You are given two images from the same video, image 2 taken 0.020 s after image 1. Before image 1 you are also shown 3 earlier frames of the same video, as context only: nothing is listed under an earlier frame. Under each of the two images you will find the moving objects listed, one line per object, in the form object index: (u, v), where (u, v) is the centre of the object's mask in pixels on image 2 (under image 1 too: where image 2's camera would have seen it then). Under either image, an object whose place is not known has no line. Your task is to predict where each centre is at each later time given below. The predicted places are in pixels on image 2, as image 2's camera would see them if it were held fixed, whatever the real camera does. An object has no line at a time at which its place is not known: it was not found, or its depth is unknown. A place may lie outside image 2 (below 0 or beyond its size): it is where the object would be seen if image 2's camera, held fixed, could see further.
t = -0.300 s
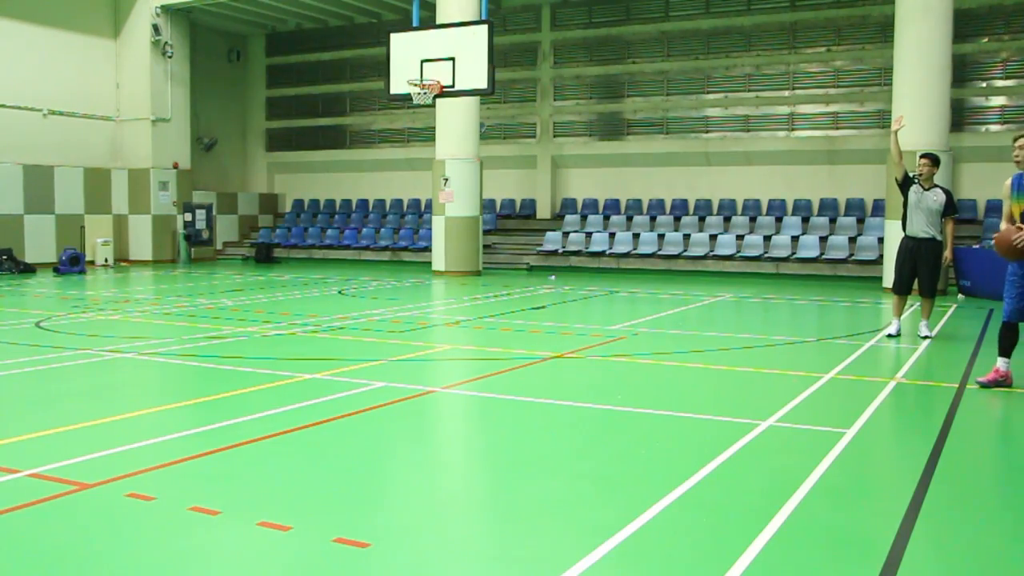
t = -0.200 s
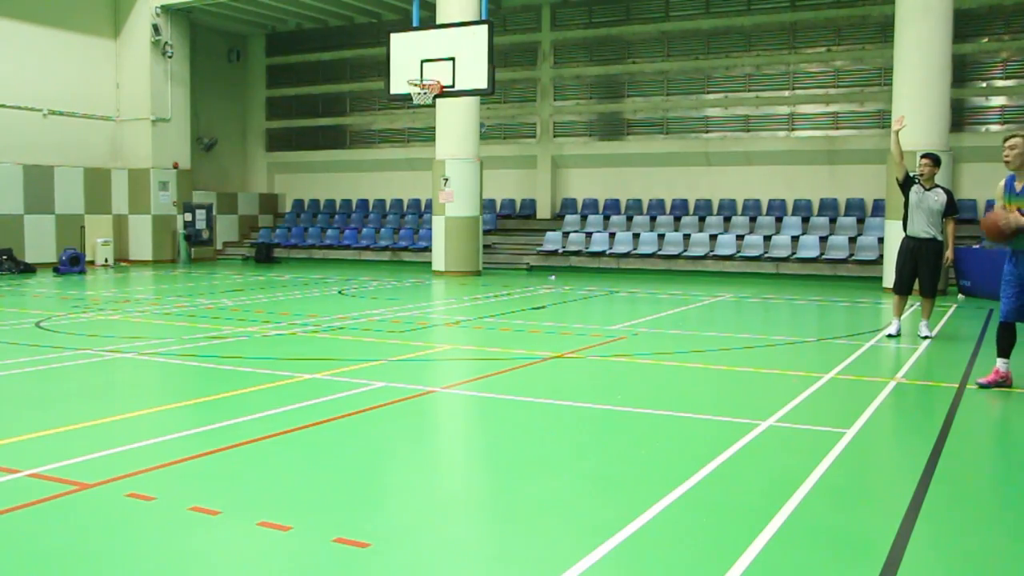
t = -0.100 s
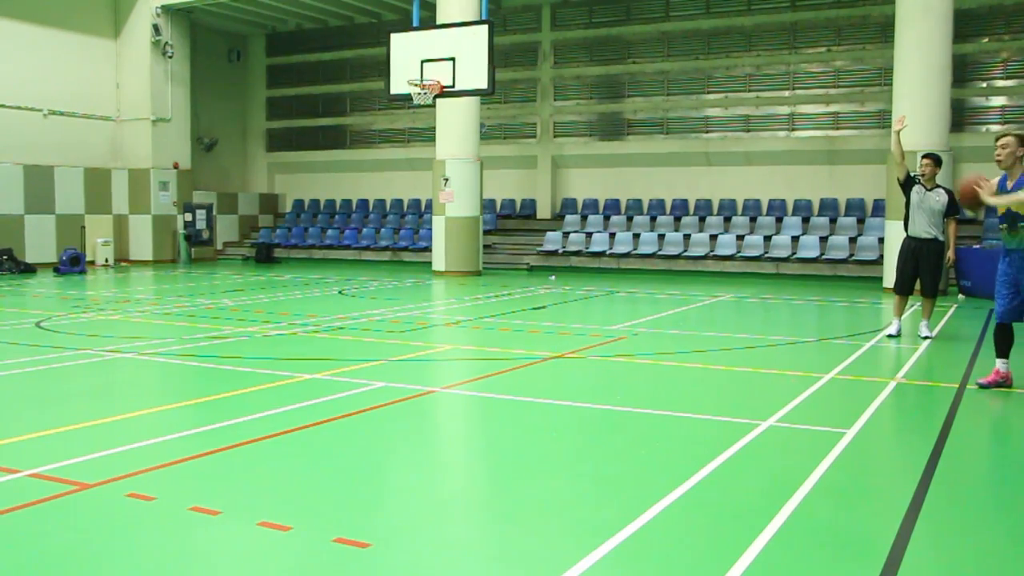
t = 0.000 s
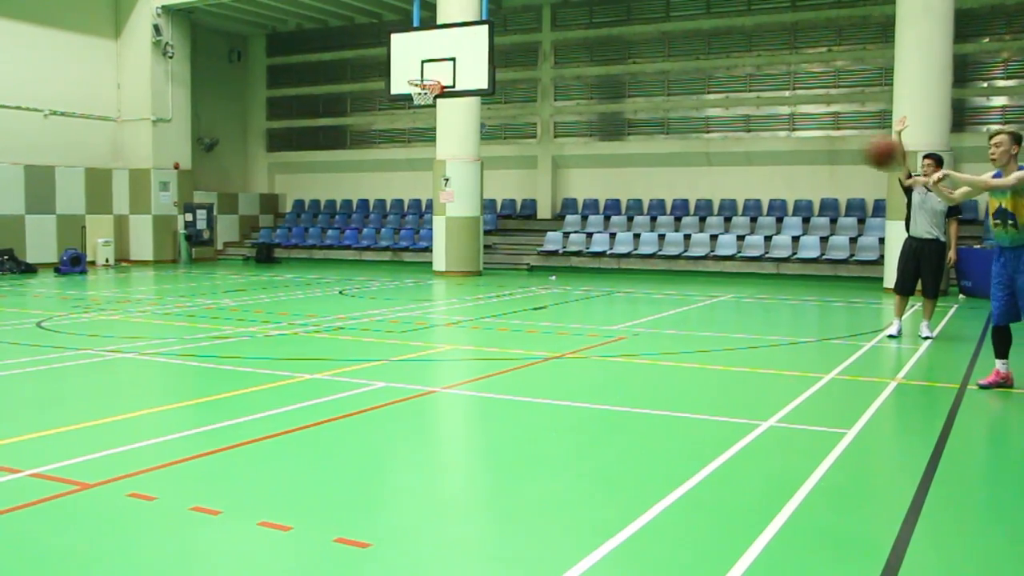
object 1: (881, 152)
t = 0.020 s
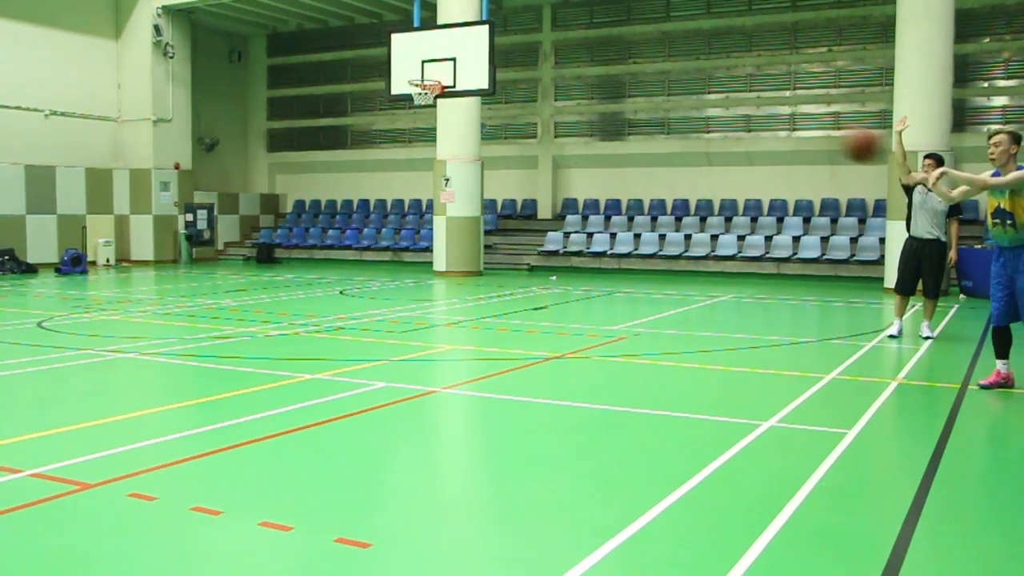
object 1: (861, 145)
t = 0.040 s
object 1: (839, 138)
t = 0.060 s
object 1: (817, 131)
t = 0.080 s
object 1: (796, 125)
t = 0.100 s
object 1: (775, 119)
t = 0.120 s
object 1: (753, 116)
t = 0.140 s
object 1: (732, 111)
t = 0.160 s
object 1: (709, 106)
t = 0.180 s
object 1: (688, 104)
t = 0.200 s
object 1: (667, 102)
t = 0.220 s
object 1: (645, 100)
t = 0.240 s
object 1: (624, 98)
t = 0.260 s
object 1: (605, 97)
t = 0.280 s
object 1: (583, 98)
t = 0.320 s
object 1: (544, 99)
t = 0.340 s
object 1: (524, 101)
